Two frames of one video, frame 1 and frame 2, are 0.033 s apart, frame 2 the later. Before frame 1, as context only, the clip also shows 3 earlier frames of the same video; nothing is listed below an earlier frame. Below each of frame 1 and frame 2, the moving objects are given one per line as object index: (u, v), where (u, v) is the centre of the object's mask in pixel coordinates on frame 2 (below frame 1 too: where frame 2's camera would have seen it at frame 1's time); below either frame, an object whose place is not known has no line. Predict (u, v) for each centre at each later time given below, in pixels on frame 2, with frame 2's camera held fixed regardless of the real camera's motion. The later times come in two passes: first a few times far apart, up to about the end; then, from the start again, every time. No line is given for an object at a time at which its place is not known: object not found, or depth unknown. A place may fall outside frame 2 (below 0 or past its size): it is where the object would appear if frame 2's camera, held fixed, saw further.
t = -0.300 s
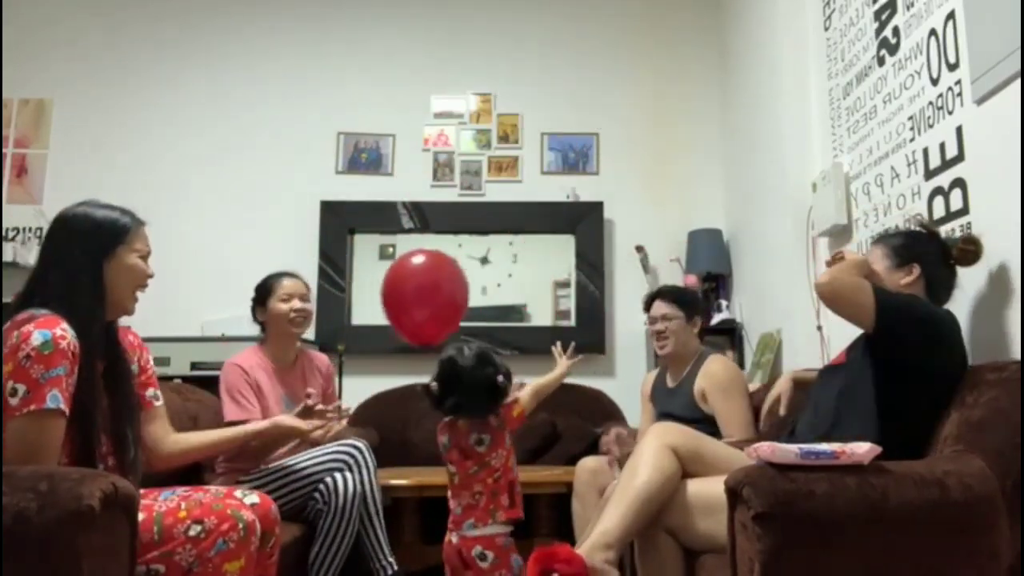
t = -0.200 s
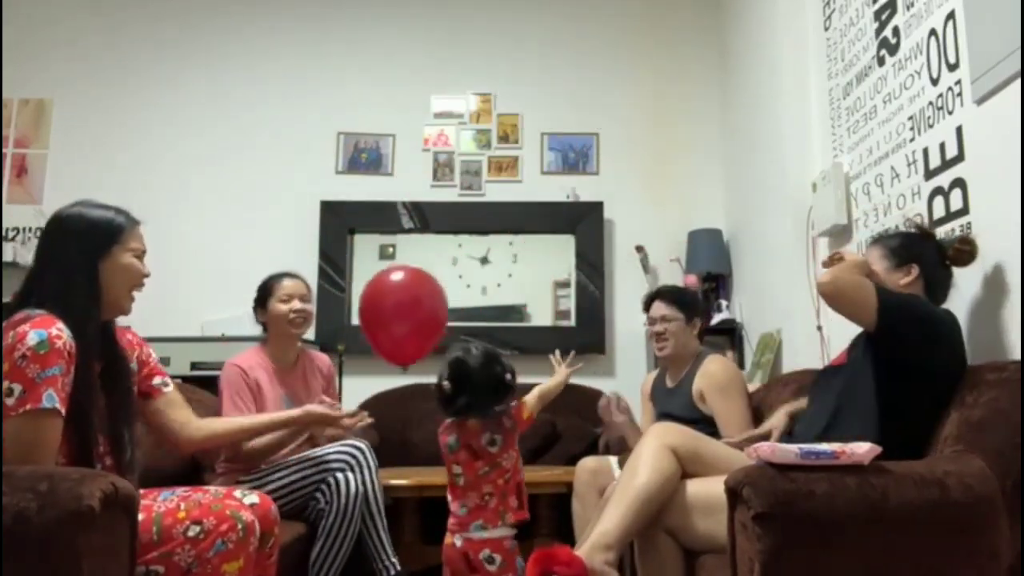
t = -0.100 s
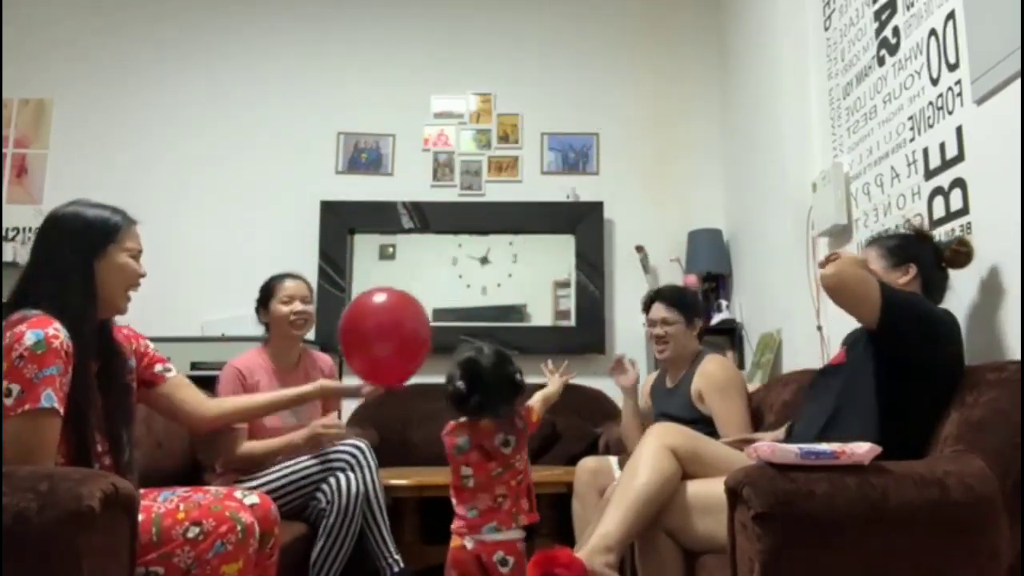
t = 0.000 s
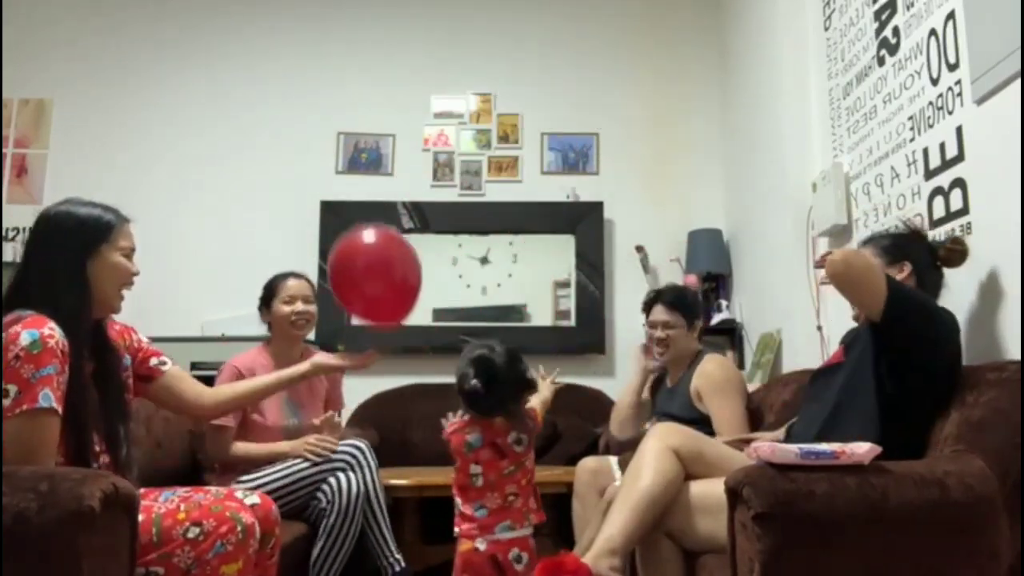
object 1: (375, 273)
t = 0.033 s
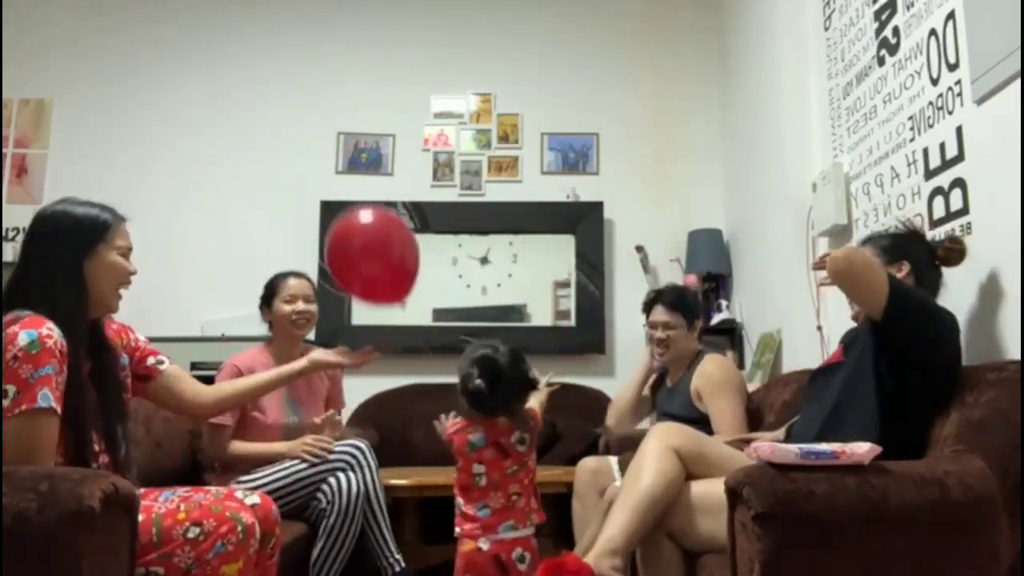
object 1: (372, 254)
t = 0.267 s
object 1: (364, 149)
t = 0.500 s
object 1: (361, 91)
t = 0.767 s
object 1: (358, 72)
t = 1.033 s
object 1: (354, 97)
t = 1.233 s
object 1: (350, 141)
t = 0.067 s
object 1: (371, 237)
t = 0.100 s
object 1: (369, 220)
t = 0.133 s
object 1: (368, 204)
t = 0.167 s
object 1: (366, 189)
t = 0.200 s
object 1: (366, 175)
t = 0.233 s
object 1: (364, 162)
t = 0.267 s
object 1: (364, 149)
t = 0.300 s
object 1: (363, 138)
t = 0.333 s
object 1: (363, 128)
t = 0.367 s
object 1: (362, 119)
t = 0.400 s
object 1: (362, 110)
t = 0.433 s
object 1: (361, 103)
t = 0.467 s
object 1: (361, 96)
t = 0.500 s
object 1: (361, 91)
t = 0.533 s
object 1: (360, 85)
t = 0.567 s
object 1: (360, 81)
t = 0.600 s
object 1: (360, 78)
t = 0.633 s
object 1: (359, 75)
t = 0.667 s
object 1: (359, 73)
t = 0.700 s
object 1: (358, 72)
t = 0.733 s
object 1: (358, 72)
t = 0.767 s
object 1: (358, 72)
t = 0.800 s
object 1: (357, 73)
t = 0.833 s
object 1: (357, 74)
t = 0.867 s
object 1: (356, 77)
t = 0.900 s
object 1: (356, 80)
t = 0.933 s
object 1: (356, 83)
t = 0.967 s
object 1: (355, 87)
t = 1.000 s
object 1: (355, 92)
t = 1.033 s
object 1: (354, 97)
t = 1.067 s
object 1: (354, 103)
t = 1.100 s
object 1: (353, 110)
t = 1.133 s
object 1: (353, 117)
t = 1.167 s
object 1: (352, 124)
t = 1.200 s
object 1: (351, 132)
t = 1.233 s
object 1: (350, 141)
